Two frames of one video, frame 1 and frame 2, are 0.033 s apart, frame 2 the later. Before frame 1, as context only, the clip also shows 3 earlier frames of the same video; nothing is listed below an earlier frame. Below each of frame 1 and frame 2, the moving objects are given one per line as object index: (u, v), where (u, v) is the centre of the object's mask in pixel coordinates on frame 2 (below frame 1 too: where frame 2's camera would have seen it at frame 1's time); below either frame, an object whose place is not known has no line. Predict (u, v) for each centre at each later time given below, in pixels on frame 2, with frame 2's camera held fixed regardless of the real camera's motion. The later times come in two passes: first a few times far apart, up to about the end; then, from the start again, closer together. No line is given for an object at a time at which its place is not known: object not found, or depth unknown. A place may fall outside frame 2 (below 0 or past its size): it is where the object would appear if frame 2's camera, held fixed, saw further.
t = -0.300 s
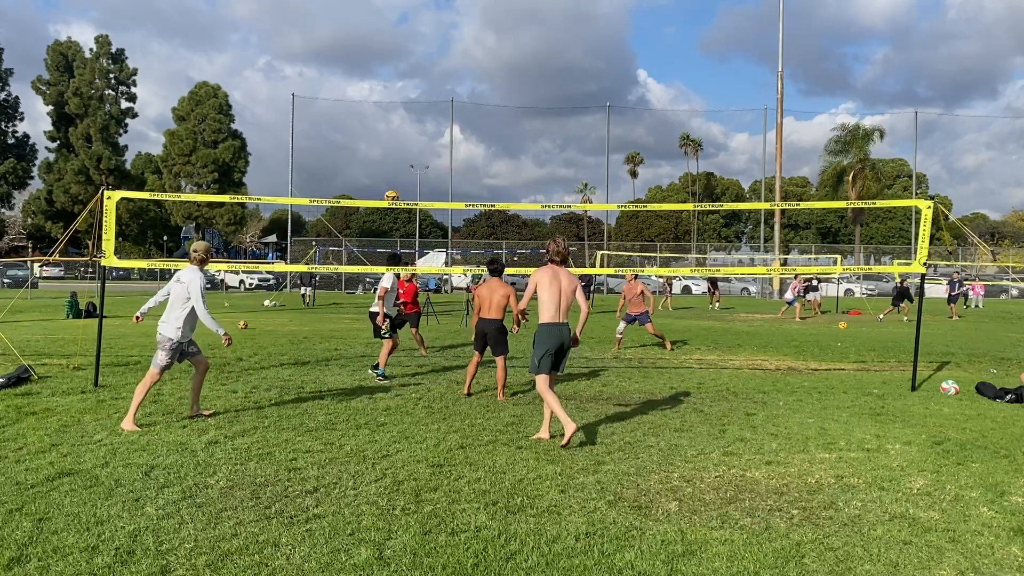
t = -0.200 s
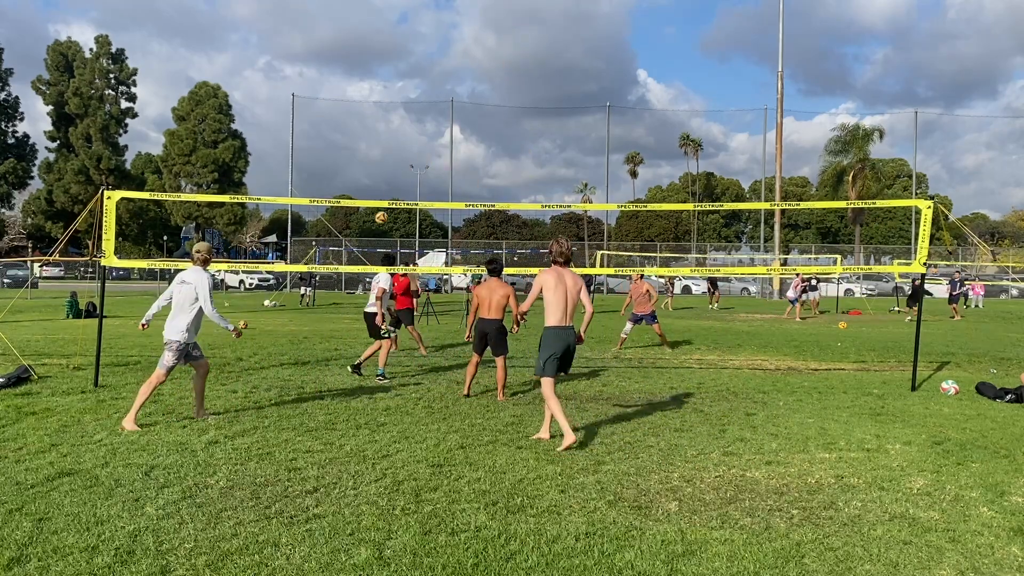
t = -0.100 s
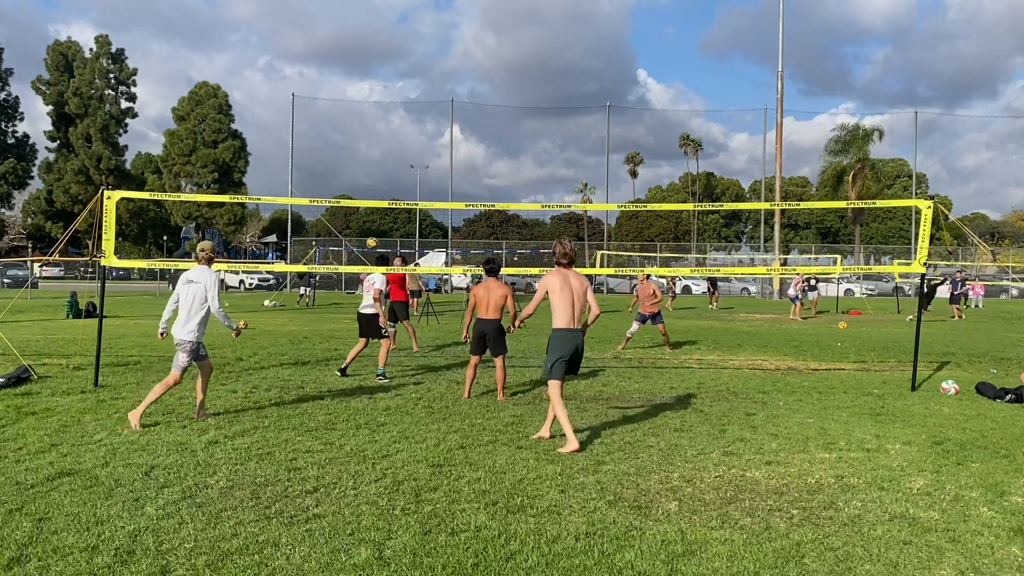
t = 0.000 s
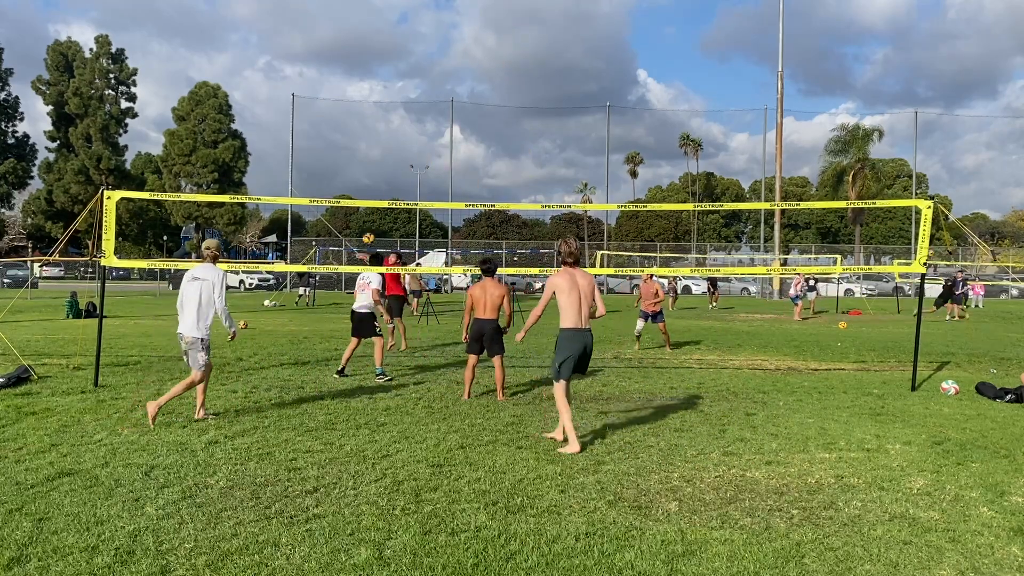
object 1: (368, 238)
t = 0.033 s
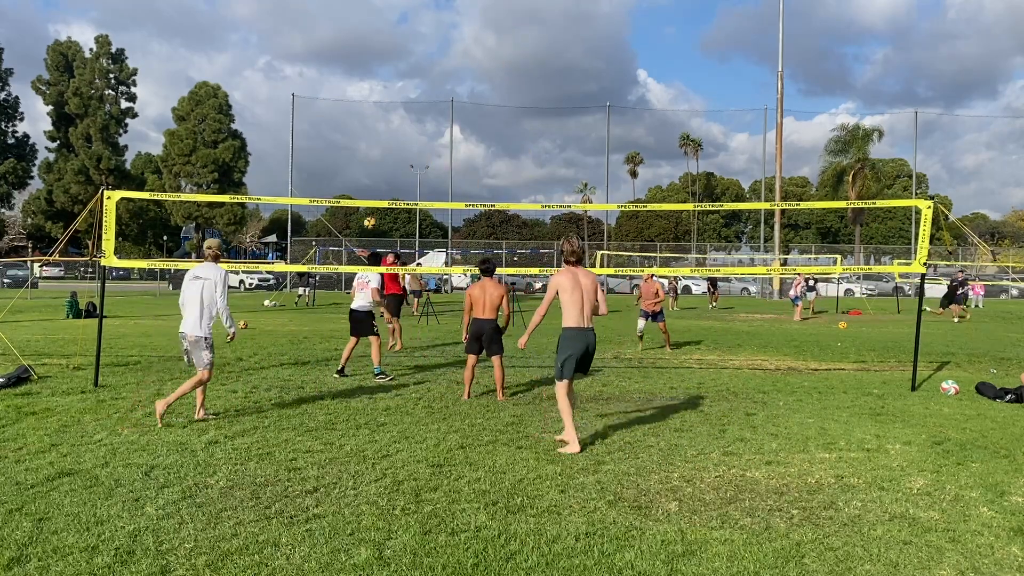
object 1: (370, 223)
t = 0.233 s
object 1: (377, 137)
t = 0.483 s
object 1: (387, 57)
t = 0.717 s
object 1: (398, 14)
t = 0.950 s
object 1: (409, 6)
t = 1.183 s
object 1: (421, 36)
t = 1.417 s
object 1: (431, 106)
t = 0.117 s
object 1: (373, 185)
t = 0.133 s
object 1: (373, 178)
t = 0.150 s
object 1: (374, 170)
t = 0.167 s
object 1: (375, 164)
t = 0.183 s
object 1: (375, 157)
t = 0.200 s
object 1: (376, 150)
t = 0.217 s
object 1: (376, 143)
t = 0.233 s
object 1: (377, 137)
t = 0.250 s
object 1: (378, 130)
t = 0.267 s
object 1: (378, 124)
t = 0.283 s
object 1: (379, 119)
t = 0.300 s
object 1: (379, 113)
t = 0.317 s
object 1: (380, 107)
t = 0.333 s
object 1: (381, 101)
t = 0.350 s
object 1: (381, 96)
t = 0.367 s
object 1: (382, 90)
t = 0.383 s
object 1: (382, 85)
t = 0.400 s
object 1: (383, 80)
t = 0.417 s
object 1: (384, 75)
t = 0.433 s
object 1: (385, 70)
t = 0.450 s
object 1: (386, 66)
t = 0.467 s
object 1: (386, 61)
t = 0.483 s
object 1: (387, 57)
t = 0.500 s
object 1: (388, 53)
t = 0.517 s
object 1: (389, 49)
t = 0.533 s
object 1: (389, 45)
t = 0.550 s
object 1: (390, 41)
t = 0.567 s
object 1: (391, 37)
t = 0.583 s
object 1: (392, 34)
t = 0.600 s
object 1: (392, 31)
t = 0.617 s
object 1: (393, 28)
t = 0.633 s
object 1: (394, 25)
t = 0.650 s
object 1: (395, 23)
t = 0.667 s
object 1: (395, 20)
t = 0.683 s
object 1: (396, 18)
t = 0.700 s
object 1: (397, 16)
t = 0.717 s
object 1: (398, 14)
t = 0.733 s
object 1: (399, 12)
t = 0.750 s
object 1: (400, 11)
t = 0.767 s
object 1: (400, 9)
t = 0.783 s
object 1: (401, 8)
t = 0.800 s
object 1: (402, 7)
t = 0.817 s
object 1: (402, 6)
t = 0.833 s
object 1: (403, 6)
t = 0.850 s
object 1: (404, 6)
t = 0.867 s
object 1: (405, 6)
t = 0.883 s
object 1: (406, 6)
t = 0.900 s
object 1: (406, 5)
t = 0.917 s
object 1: (408, 6)
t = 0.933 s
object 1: (408, 6)
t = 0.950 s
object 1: (409, 6)
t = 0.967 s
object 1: (410, 7)
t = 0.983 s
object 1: (411, 7)
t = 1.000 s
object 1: (411, 9)
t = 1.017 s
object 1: (412, 11)
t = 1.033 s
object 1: (413, 12)
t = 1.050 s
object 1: (414, 14)
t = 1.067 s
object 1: (415, 16)
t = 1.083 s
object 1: (416, 18)
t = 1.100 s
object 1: (416, 20)
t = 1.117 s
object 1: (417, 23)
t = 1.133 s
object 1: (418, 26)
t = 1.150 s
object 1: (419, 29)
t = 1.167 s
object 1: (420, 32)
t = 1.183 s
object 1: (421, 36)
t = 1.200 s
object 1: (421, 40)
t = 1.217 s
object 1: (422, 43)
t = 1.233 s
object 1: (423, 47)
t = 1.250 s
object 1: (424, 51)
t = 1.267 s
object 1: (424, 56)
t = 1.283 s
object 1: (425, 61)
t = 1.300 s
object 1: (426, 65)
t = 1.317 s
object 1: (426, 70)
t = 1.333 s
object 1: (427, 76)
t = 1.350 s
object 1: (428, 82)
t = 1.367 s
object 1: (429, 87)
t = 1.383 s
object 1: (430, 93)
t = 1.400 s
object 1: (430, 99)
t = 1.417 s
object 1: (431, 106)
